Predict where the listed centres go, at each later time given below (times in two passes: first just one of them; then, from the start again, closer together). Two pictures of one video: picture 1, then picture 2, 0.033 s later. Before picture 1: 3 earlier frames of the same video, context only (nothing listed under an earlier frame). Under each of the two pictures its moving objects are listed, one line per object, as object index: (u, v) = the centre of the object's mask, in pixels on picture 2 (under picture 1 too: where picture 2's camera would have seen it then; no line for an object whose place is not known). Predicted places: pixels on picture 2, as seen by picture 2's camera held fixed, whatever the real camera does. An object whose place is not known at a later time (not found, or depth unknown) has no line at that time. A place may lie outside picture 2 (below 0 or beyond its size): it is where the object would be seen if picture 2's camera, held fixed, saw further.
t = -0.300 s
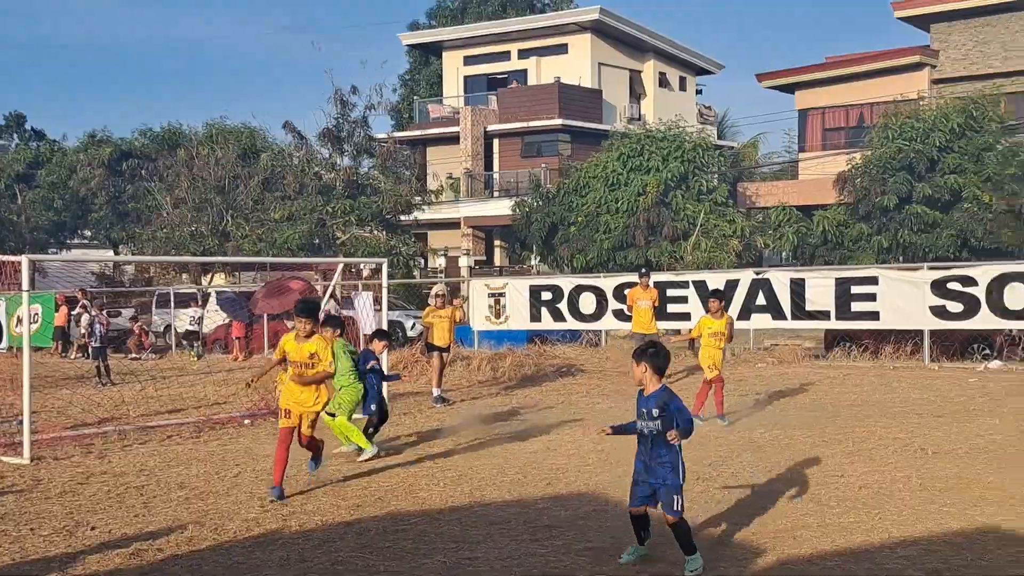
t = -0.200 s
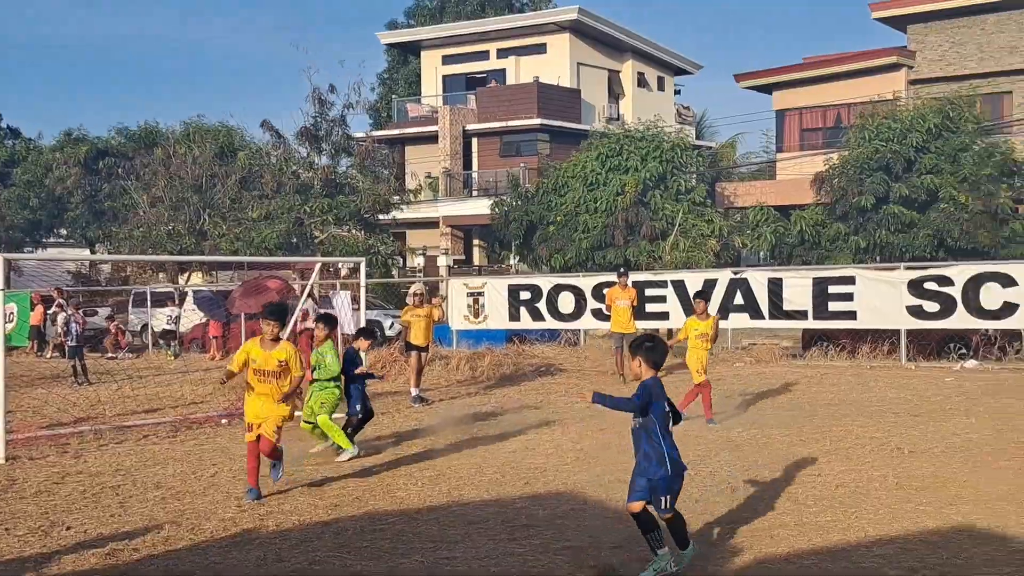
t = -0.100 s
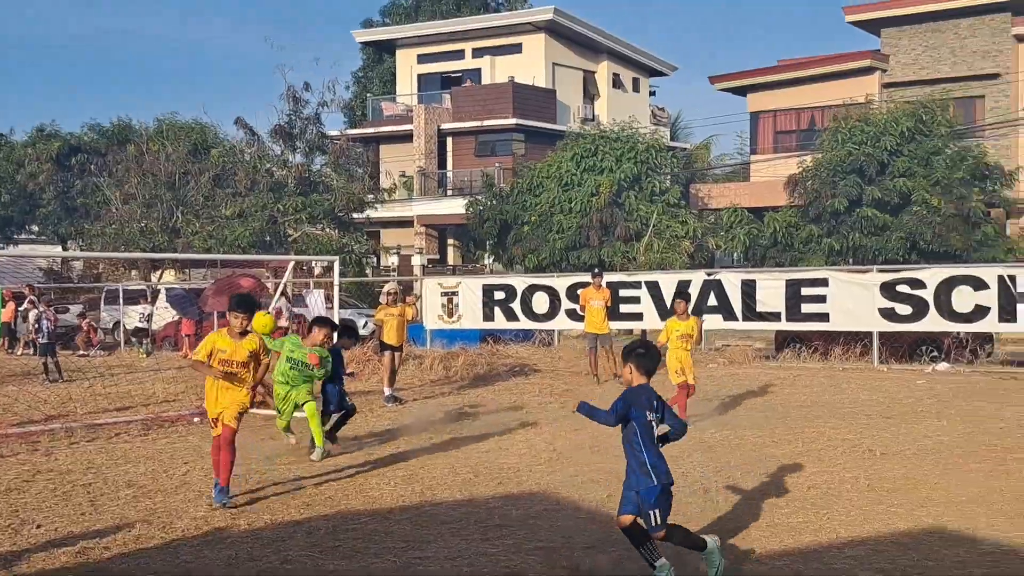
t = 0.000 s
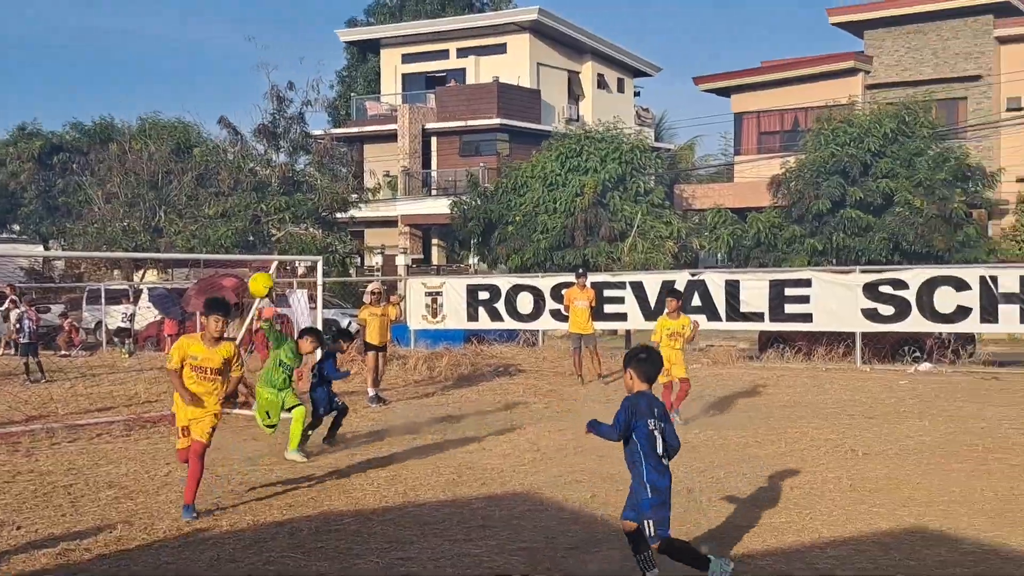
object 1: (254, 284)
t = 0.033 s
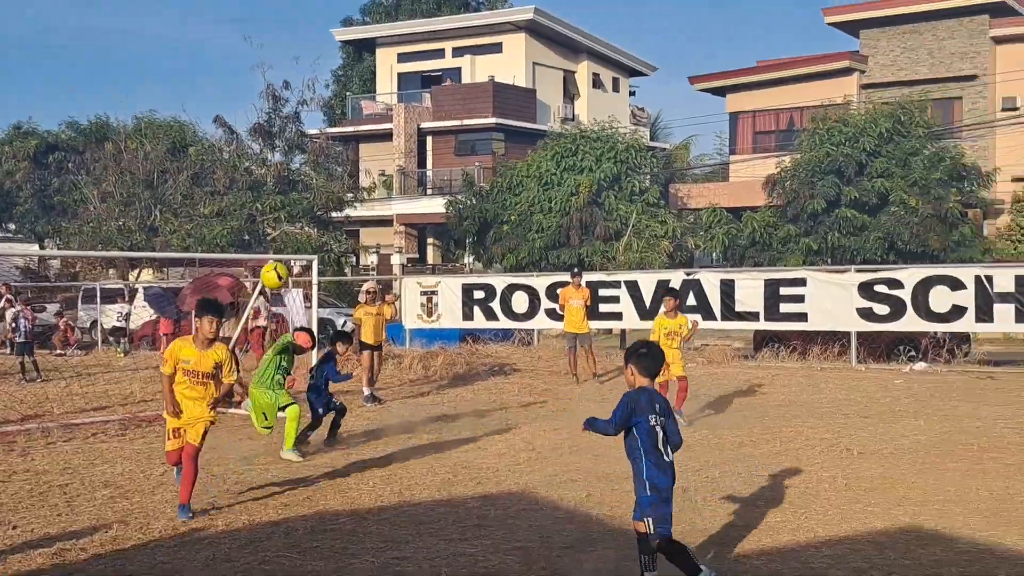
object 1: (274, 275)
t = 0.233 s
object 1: (396, 246)
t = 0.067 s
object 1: (292, 267)
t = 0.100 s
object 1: (311, 260)
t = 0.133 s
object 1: (331, 254)
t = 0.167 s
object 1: (352, 251)
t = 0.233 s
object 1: (396, 246)
